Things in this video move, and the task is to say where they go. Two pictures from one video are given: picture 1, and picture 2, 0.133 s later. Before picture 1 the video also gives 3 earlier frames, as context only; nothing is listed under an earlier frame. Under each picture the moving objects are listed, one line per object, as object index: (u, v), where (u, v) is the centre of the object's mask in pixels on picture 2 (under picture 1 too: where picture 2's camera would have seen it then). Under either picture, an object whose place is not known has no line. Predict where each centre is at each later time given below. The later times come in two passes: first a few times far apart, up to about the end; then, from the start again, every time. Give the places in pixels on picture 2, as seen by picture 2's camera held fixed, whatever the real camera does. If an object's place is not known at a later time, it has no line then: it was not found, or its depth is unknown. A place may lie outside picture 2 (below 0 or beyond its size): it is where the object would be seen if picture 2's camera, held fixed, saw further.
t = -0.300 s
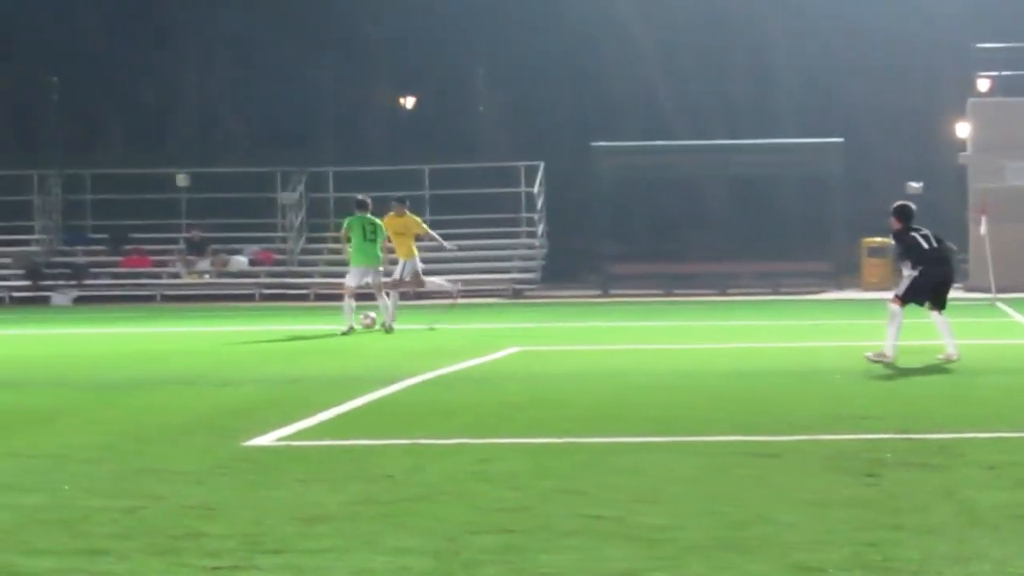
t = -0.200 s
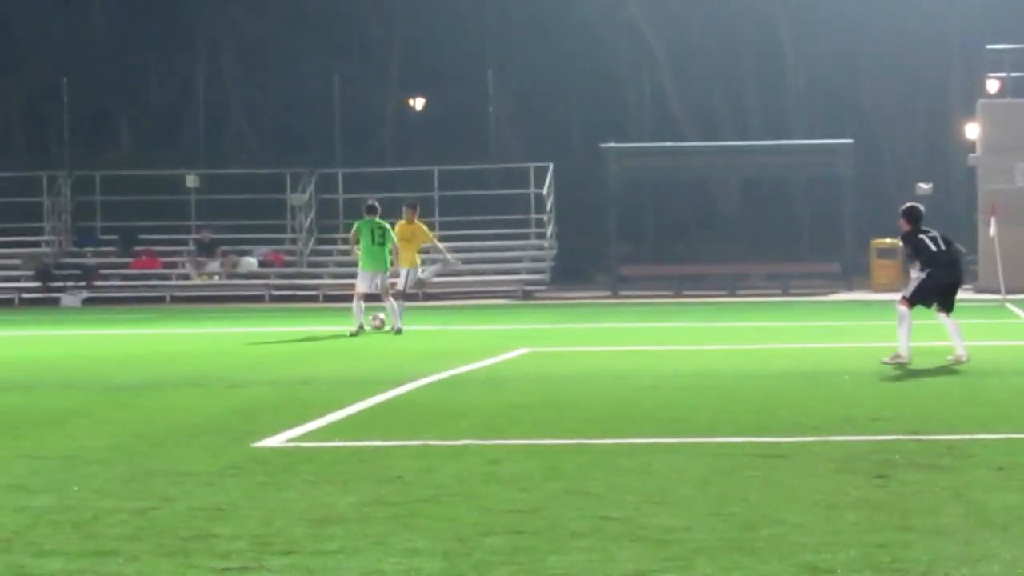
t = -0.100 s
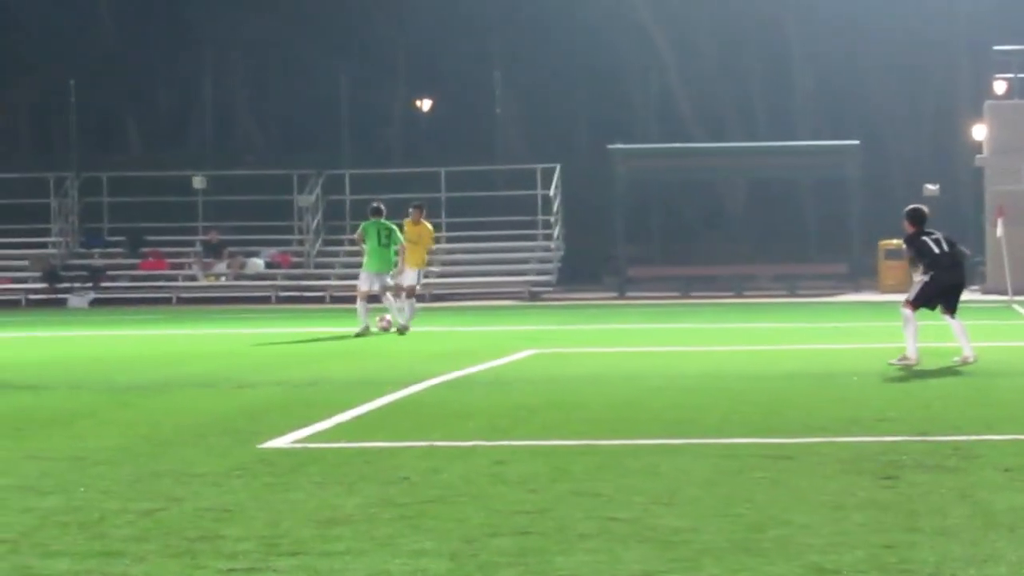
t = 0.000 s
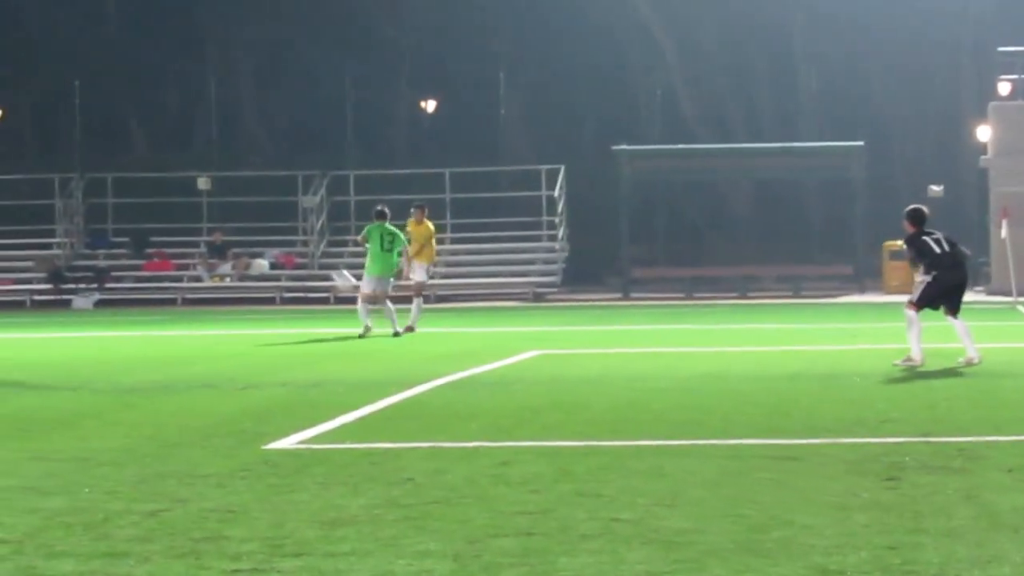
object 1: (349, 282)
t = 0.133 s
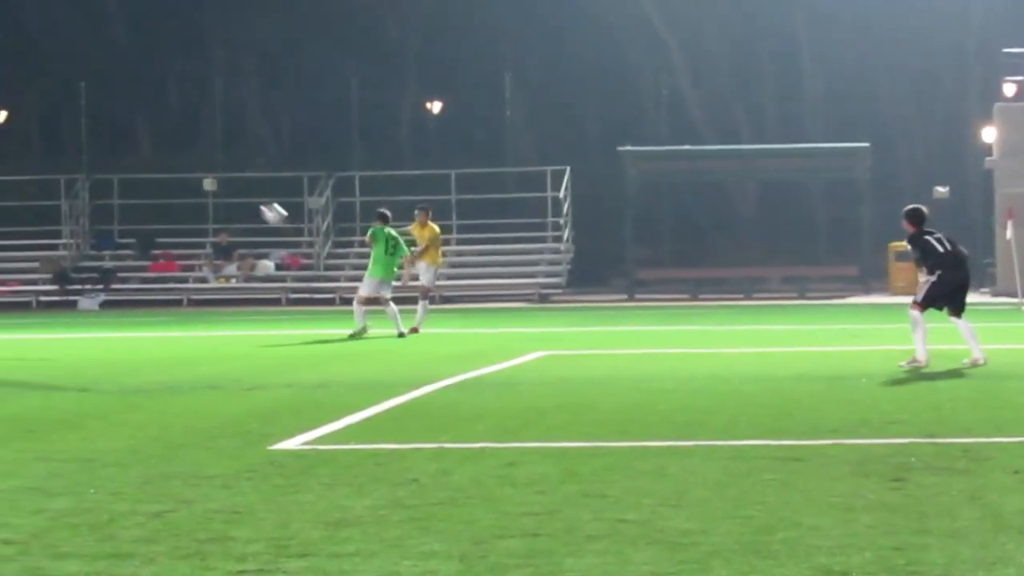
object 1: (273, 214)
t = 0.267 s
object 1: (201, 155)
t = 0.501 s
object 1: (74, 72)
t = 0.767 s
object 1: (-67, 23)
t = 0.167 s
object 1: (255, 198)
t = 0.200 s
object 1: (237, 184)
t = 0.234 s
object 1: (218, 169)
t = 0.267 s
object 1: (201, 155)
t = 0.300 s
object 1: (183, 142)
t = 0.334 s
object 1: (166, 129)
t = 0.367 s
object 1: (147, 116)
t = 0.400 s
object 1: (129, 104)
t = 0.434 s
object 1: (111, 93)
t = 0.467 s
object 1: (92, 82)
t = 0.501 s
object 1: (74, 72)
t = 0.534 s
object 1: (56, 64)
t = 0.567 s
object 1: (41, 55)
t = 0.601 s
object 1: (21, 47)
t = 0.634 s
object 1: (4, 41)
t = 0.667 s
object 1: (-14, 35)
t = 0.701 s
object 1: (-30, 30)
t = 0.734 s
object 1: (-50, 27)
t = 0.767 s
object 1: (-67, 23)
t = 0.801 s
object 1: (-84, 21)
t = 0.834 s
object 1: (-104, 19)
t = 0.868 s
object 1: (-121, 20)
